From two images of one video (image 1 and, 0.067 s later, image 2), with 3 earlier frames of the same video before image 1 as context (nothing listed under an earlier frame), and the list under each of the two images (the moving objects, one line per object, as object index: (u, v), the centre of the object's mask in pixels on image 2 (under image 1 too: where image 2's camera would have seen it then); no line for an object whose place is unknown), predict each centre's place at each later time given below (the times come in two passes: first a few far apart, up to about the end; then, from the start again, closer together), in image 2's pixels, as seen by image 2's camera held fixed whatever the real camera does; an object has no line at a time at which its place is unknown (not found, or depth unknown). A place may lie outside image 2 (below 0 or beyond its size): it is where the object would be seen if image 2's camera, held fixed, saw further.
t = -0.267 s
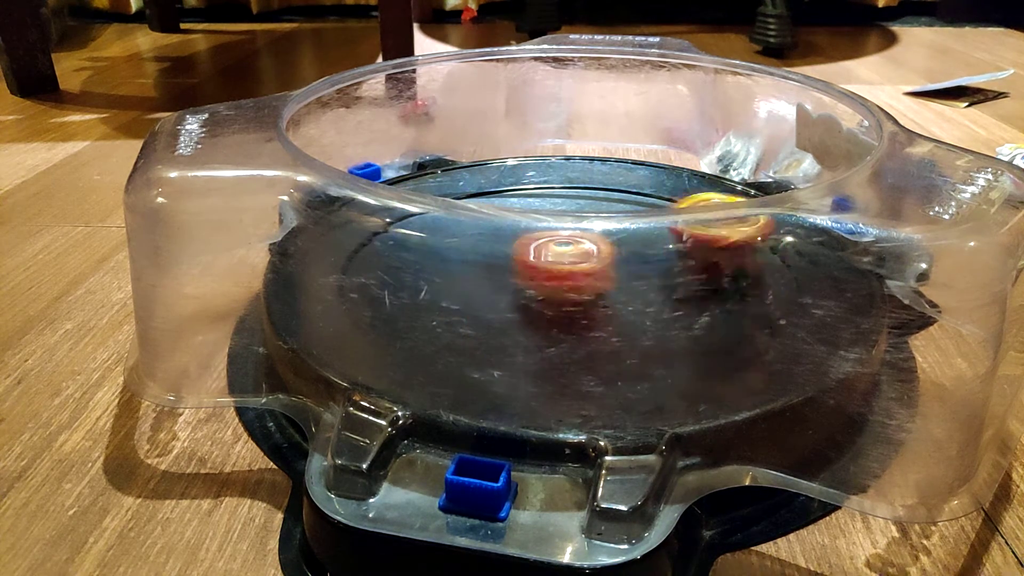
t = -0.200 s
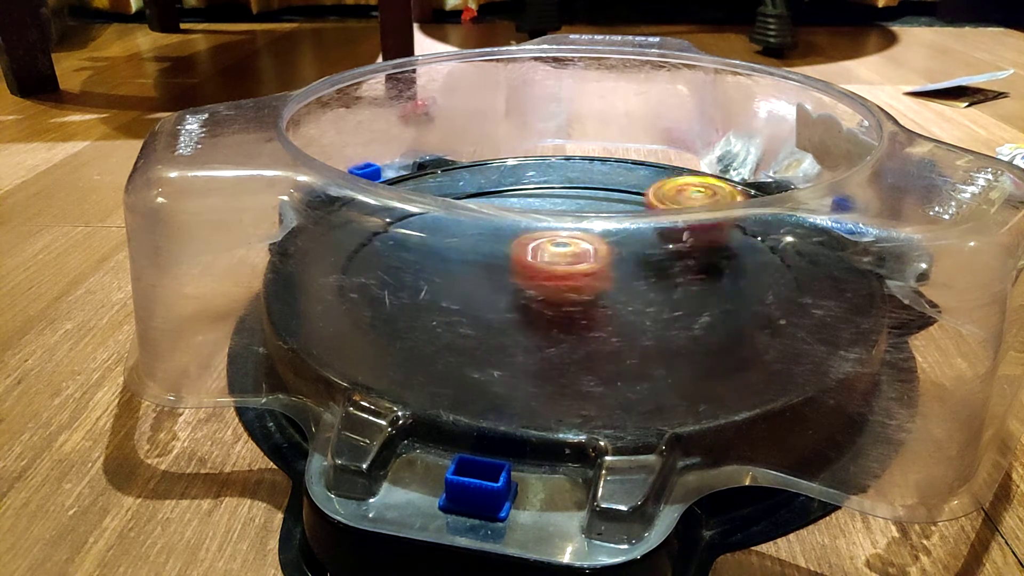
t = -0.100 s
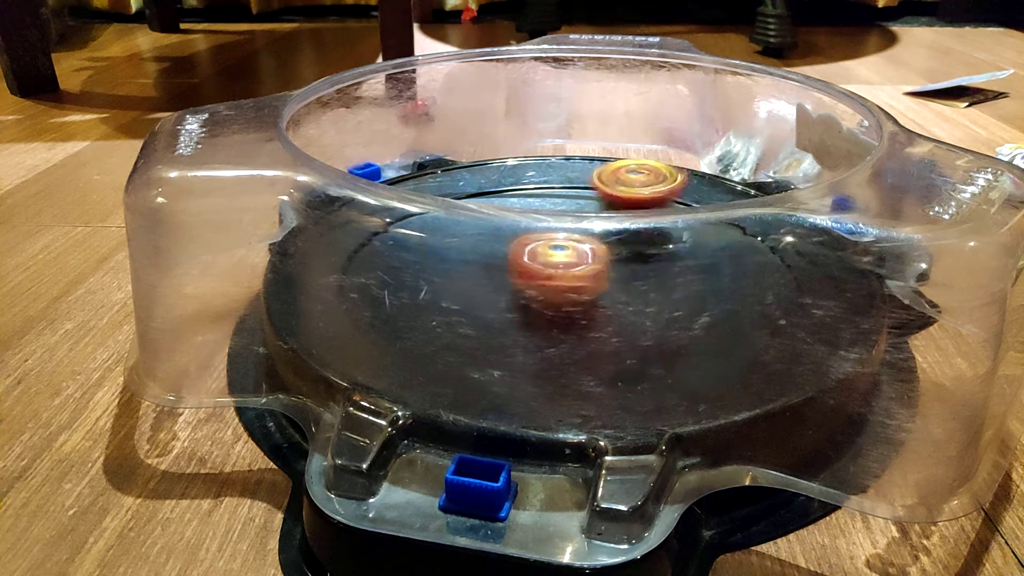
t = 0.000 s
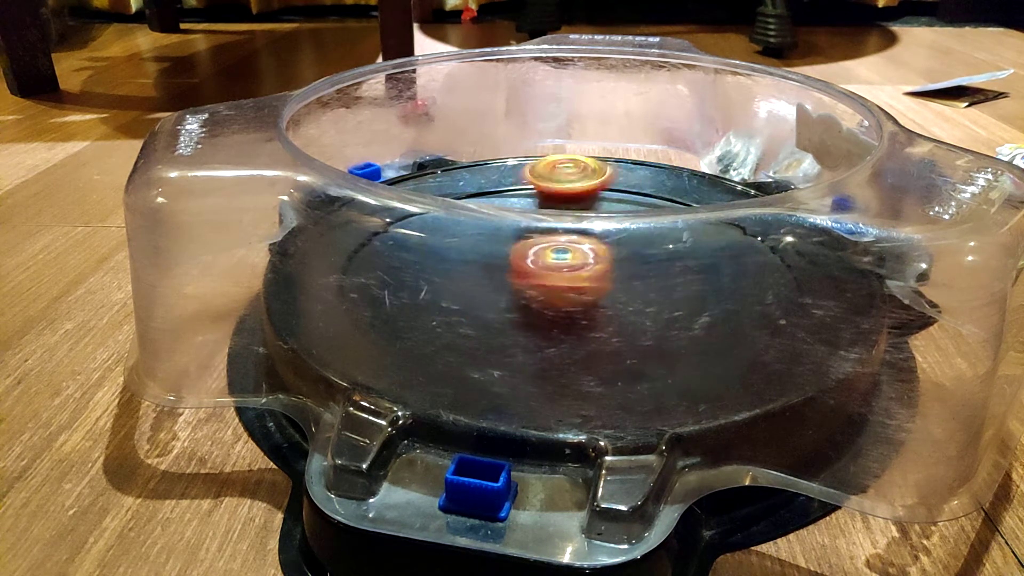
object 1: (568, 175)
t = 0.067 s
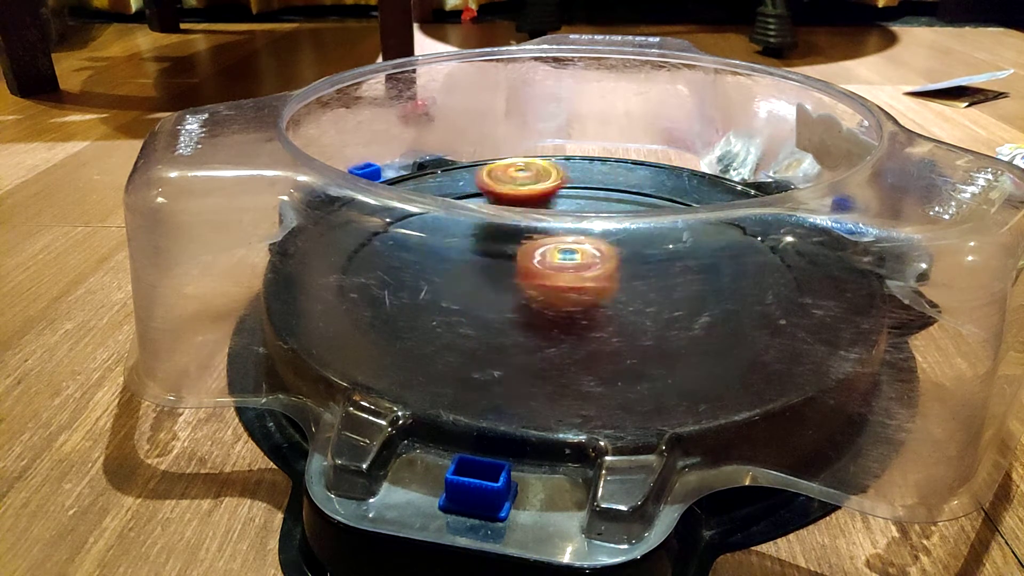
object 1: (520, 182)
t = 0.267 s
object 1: (423, 230)
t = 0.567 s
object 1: (566, 319)
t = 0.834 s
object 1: (724, 249)
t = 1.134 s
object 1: (597, 178)
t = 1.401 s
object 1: (439, 216)
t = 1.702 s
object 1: (515, 306)
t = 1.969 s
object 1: (715, 266)
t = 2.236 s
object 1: (656, 190)
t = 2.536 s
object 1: (474, 190)
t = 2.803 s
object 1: (453, 276)
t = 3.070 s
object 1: (662, 290)
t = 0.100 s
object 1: (500, 183)
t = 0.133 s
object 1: (481, 185)
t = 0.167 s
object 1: (465, 188)
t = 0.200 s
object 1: (450, 201)
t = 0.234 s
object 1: (433, 216)
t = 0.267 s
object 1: (423, 230)
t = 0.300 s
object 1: (419, 238)
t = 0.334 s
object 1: (421, 246)
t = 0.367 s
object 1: (426, 259)
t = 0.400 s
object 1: (437, 271)
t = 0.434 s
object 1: (455, 283)
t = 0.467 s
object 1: (475, 293)
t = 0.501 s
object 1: (503, 307)
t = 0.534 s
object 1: (531, 306)
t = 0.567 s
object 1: (566, 319)
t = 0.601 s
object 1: (596, 318)
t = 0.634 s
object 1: (629, 315)
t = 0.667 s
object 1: (659, 307)
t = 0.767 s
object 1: (714, 269)
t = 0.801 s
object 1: (721, 260)
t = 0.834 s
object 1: (724, 249)
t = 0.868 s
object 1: (724, 240)
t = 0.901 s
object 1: (718, 234)
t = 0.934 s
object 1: (706, 222)
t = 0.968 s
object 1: (688, 196)
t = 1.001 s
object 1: (676, 193)
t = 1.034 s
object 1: (660, 189)
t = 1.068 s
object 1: (640, 186)
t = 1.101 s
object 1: (619, 183)
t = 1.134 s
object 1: (597, 178)
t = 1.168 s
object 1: (574, 177)
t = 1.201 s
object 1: (550, 177)
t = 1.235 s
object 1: (528, 179)
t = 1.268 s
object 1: (507, 182)
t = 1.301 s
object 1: (488, 184)
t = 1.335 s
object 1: (471, 186)
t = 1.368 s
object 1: (458, 188)
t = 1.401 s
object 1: (439, 216)
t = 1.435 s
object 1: (424, 226)
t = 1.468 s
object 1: (421, 230)
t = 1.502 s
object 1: (420, 241)
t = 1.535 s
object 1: (424, 251)
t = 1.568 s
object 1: (433, 261)
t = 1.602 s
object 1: (447, 273)
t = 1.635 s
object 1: (464, 284)
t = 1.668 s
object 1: (488, 293)
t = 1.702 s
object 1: (515, 306)
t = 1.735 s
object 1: (547, 306)
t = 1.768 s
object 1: (577, 306)
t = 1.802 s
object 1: (609, 303)
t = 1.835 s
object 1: (642, 301)
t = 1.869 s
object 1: (666, 294)
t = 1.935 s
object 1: (704, 275)
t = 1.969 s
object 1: (715, 266)
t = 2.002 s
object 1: (722, 253)
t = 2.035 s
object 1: (726, 245)
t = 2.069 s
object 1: (724, 236)
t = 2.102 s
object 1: (716, 225)
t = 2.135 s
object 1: (703, 206)
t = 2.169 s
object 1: (686, 195)
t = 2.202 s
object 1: (673, 192)
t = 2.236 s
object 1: (656, 190)
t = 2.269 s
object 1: (637, 187)
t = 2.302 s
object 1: (615, 186)
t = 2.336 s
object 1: (593, 185)
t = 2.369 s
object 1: (572, 184)
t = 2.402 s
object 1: (548, 184)
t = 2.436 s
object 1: (527, 185)
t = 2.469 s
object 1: (507, 187)
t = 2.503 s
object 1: (489, 188)
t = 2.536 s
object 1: (474, 190)
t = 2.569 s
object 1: (459, 202)
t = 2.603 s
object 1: (441, 218)
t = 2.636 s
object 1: (429, 229)
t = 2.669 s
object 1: (428, 236)
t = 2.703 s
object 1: (426, 244)
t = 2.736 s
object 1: (430, 255)
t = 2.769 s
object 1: (439, 266)
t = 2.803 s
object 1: (453, 276)
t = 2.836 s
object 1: (471, 286)
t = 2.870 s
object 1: (496, 294)
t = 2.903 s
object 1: (525, 299)
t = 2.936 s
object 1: (553, 302)
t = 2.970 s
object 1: (583, 303)
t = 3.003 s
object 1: (612, 301)
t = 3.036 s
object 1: (641, 296)
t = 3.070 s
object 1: (662, 290)
